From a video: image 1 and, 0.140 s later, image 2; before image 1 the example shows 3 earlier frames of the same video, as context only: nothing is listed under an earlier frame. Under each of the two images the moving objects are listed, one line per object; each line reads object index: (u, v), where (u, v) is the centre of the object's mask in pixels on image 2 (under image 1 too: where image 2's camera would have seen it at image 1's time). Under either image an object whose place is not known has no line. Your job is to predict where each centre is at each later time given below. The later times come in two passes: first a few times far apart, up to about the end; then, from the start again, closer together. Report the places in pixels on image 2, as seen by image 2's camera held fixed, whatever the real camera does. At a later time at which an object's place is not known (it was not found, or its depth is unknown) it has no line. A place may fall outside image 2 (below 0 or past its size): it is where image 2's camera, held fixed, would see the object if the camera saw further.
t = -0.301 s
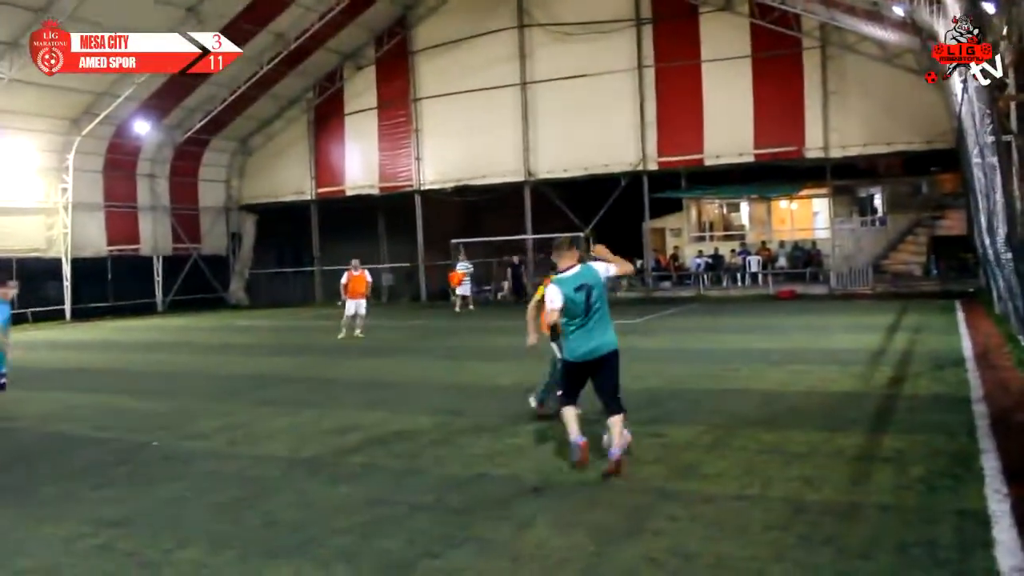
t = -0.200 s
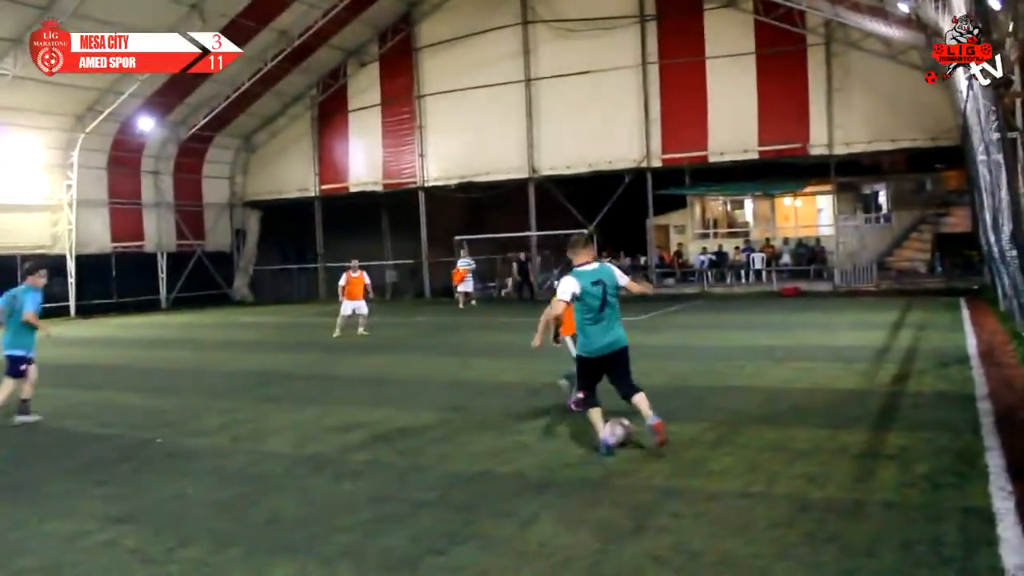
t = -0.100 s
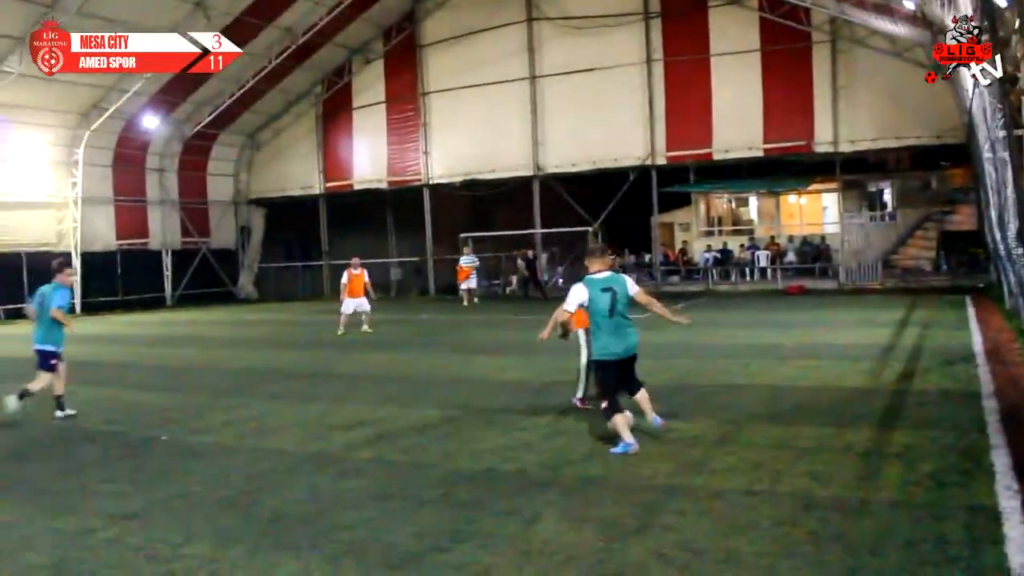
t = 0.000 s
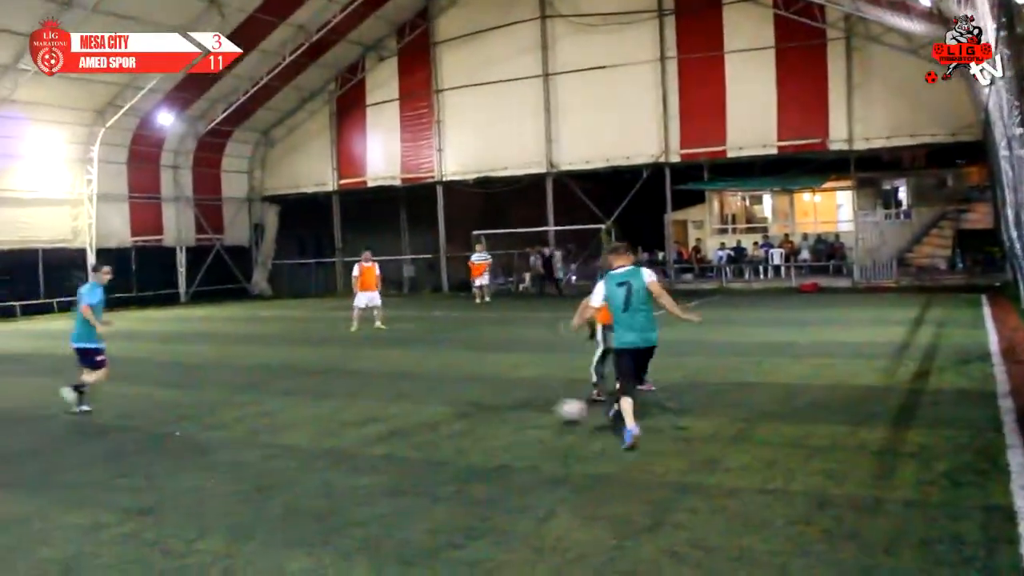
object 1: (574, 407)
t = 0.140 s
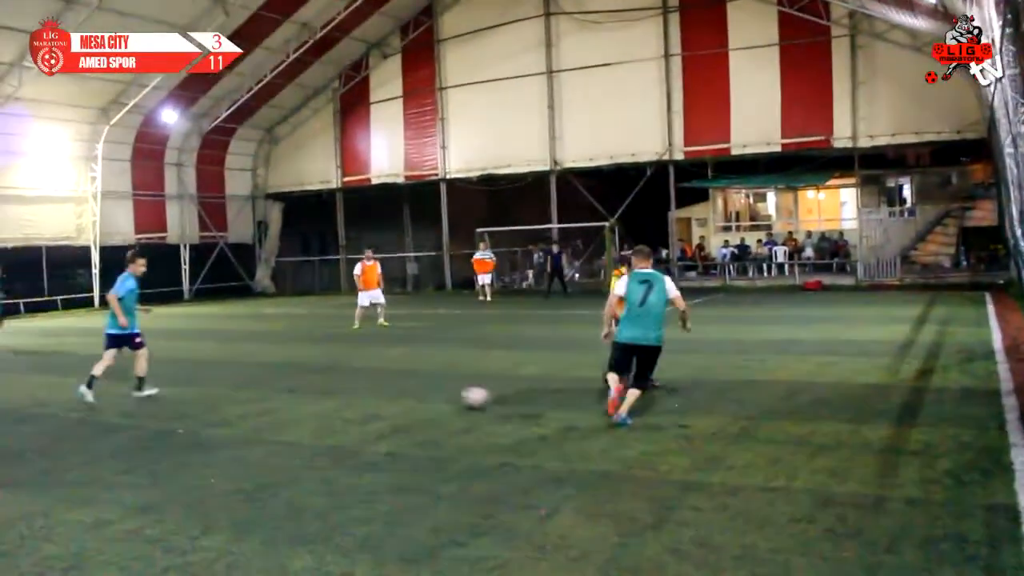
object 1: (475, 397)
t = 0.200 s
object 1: (442, 394)
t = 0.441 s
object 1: (350, 378)
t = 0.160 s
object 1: (464, 396)
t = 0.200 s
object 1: (442, 394)
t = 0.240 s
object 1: (422, 391)
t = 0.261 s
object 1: (412, 390)
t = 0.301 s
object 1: (396, 389)
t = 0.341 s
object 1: (381, 384)
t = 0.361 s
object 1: (374, 382)
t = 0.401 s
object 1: (361, 379)
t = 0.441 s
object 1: (350, 378)
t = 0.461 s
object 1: (344, 378)
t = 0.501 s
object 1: (331, 379)
